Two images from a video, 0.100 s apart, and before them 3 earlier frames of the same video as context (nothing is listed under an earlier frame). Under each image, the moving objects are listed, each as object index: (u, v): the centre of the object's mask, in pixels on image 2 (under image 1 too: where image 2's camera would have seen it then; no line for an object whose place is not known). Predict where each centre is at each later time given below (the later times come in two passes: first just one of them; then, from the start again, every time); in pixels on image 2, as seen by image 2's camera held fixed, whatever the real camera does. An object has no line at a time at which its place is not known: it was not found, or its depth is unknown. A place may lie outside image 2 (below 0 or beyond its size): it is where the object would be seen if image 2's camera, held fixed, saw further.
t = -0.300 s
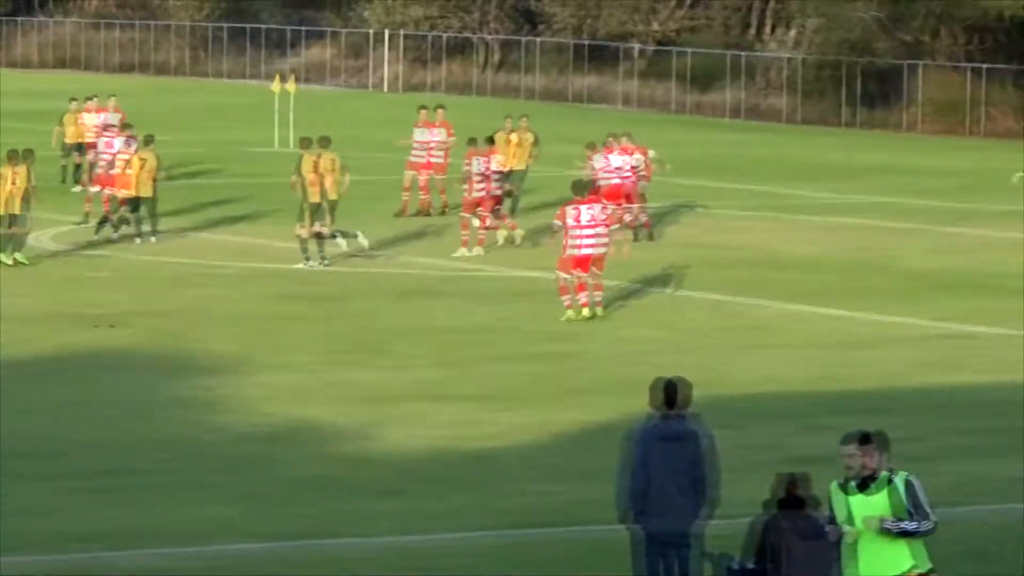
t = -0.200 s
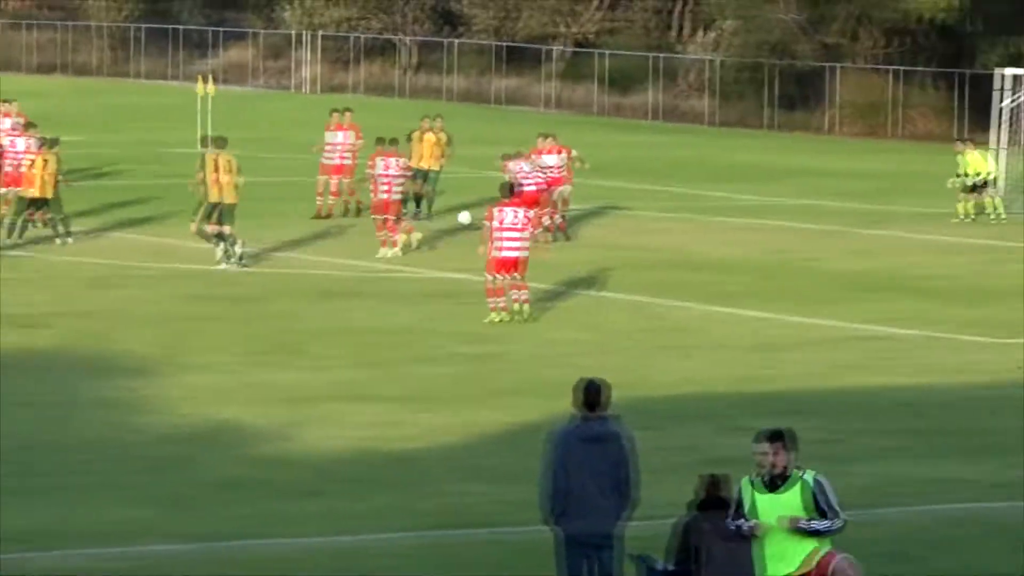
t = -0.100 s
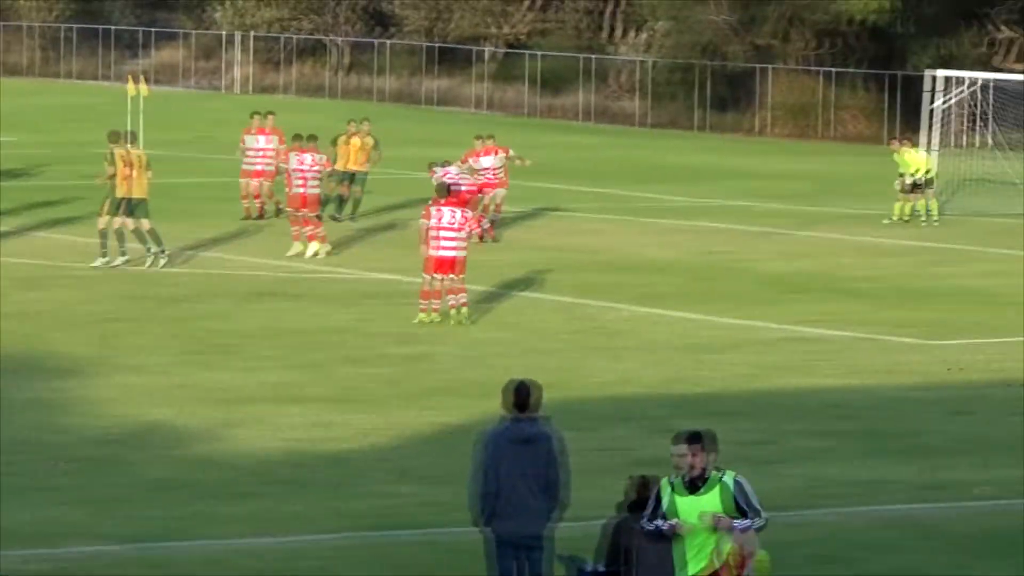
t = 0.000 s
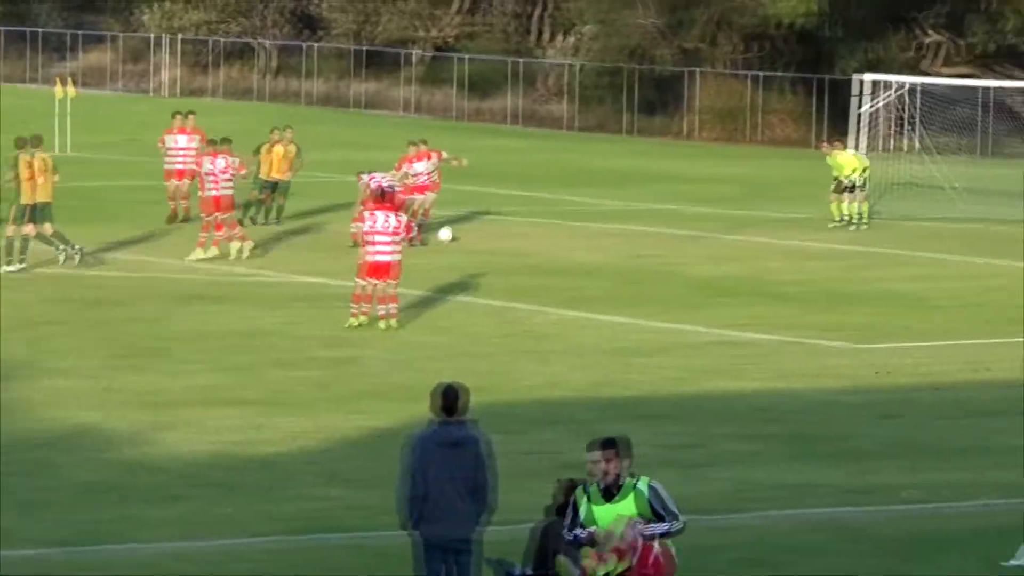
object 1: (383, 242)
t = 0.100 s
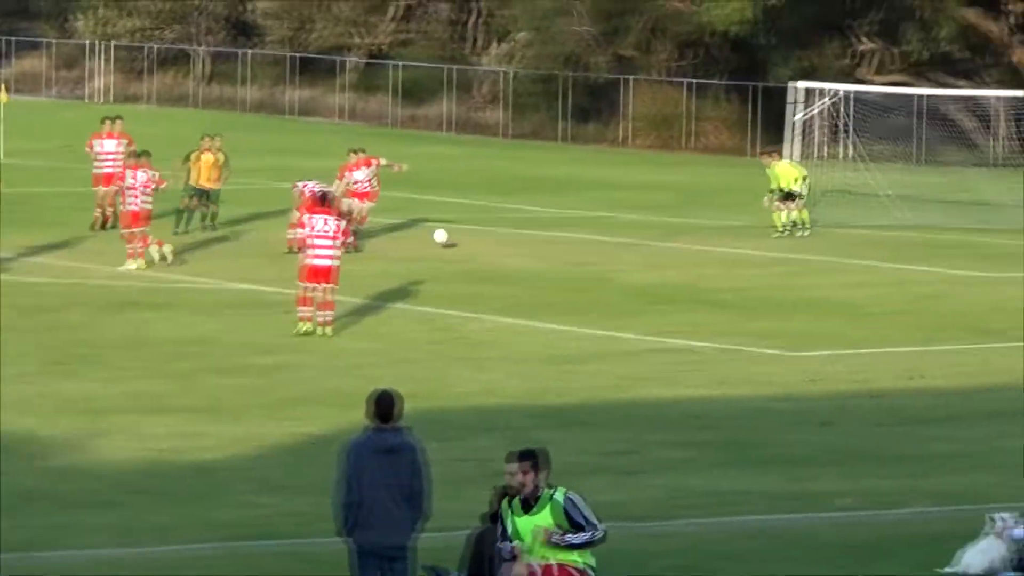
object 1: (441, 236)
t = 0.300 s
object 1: (558, 240)
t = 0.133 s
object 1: (461, 234)
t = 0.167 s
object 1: (480, 234)
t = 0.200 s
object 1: (499, 234)
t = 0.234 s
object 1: (519, 235)
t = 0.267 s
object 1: (538, 237)
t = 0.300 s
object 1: (558, 240)
